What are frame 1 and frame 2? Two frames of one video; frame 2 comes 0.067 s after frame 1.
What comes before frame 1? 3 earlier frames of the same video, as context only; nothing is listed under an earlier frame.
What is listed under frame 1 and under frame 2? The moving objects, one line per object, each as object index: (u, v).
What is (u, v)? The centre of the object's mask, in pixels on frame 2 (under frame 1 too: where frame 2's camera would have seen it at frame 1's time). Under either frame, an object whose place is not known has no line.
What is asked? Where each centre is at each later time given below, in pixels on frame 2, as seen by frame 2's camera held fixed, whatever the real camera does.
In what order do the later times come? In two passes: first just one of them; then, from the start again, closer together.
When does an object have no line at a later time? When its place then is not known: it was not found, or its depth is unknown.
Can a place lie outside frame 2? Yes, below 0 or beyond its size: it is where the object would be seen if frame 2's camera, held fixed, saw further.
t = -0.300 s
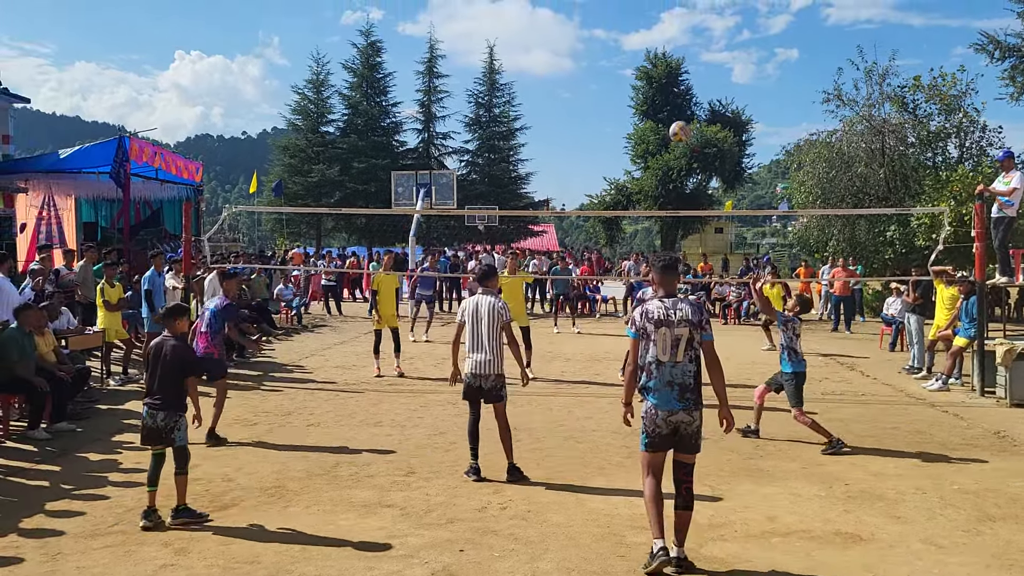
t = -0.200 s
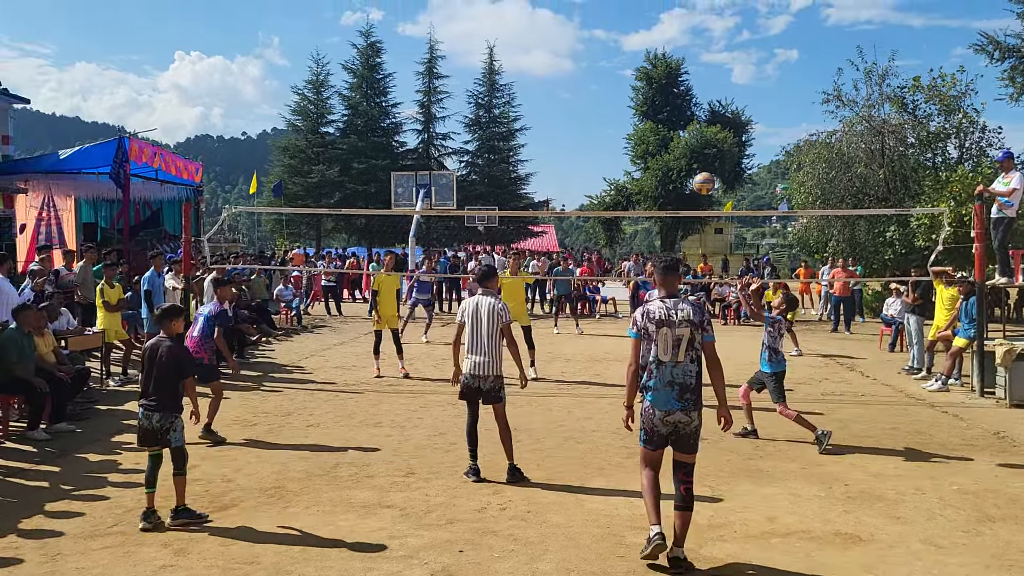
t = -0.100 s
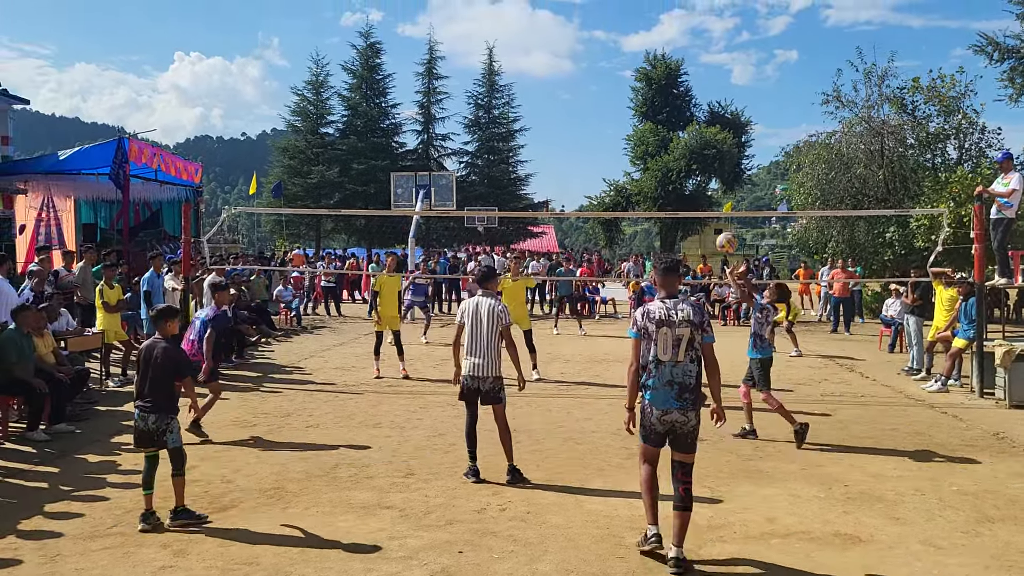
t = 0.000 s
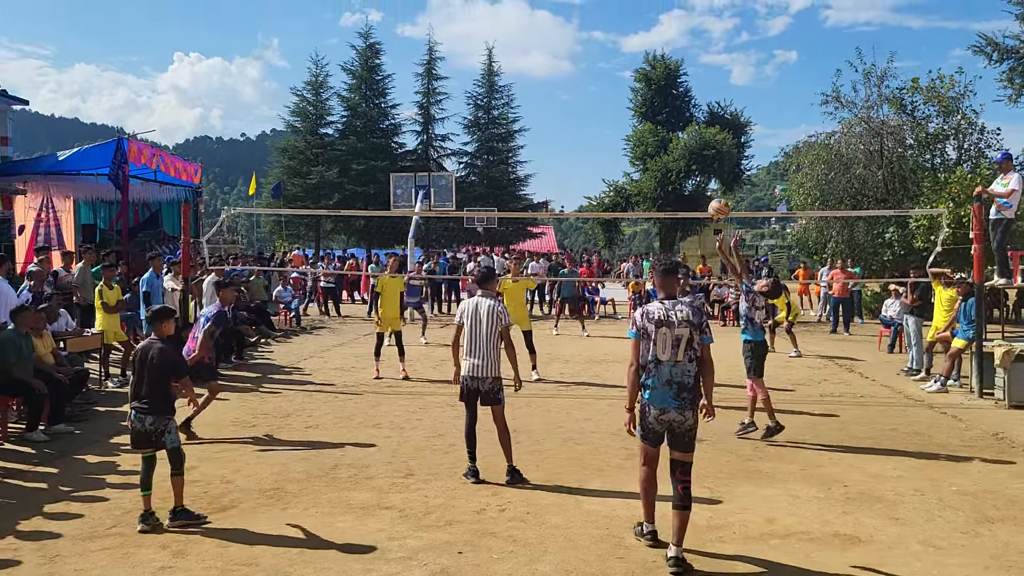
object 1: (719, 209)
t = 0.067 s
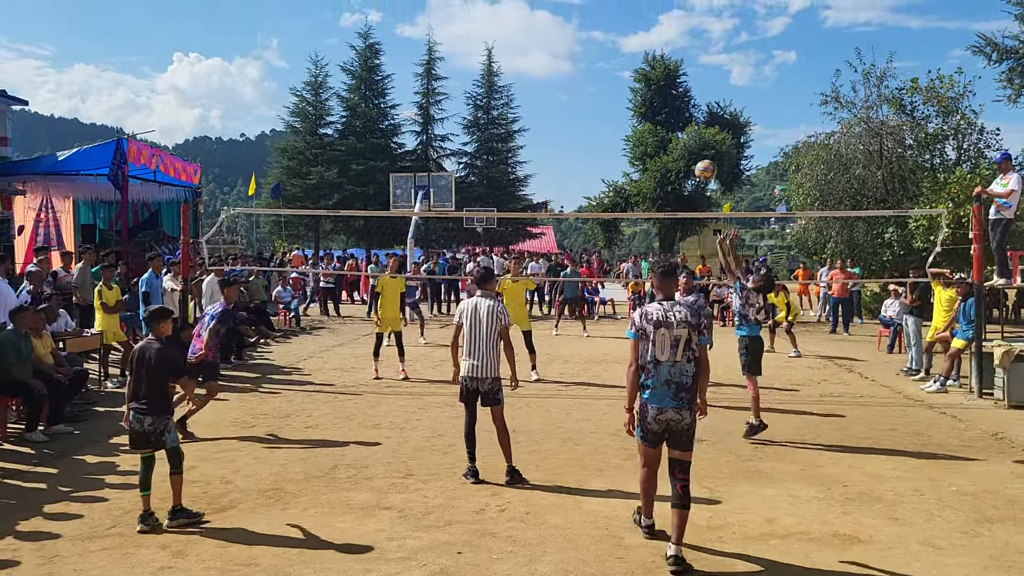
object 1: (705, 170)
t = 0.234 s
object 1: (672, 97)
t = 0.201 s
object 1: (678, 109)
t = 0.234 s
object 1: (672, 97)
